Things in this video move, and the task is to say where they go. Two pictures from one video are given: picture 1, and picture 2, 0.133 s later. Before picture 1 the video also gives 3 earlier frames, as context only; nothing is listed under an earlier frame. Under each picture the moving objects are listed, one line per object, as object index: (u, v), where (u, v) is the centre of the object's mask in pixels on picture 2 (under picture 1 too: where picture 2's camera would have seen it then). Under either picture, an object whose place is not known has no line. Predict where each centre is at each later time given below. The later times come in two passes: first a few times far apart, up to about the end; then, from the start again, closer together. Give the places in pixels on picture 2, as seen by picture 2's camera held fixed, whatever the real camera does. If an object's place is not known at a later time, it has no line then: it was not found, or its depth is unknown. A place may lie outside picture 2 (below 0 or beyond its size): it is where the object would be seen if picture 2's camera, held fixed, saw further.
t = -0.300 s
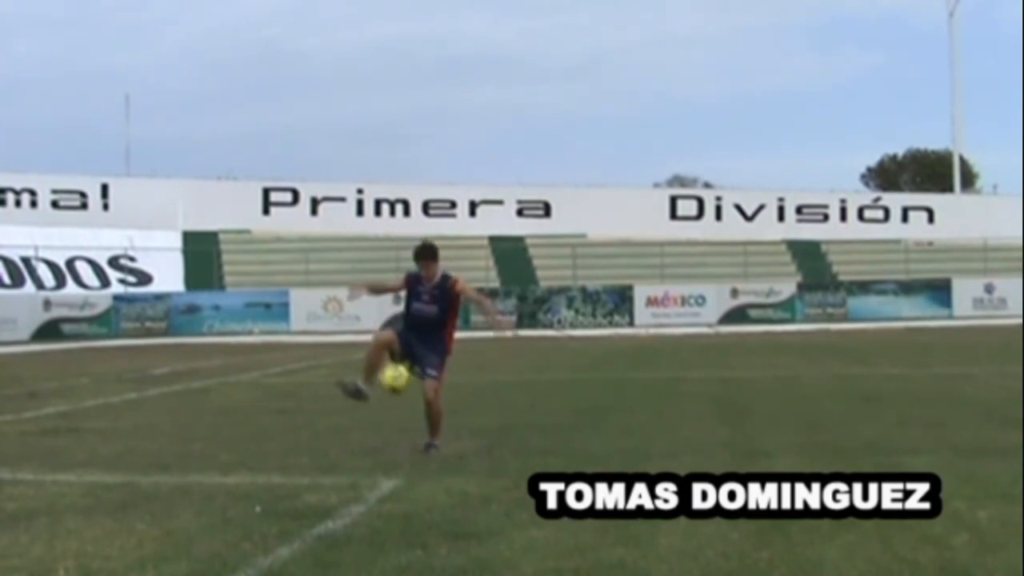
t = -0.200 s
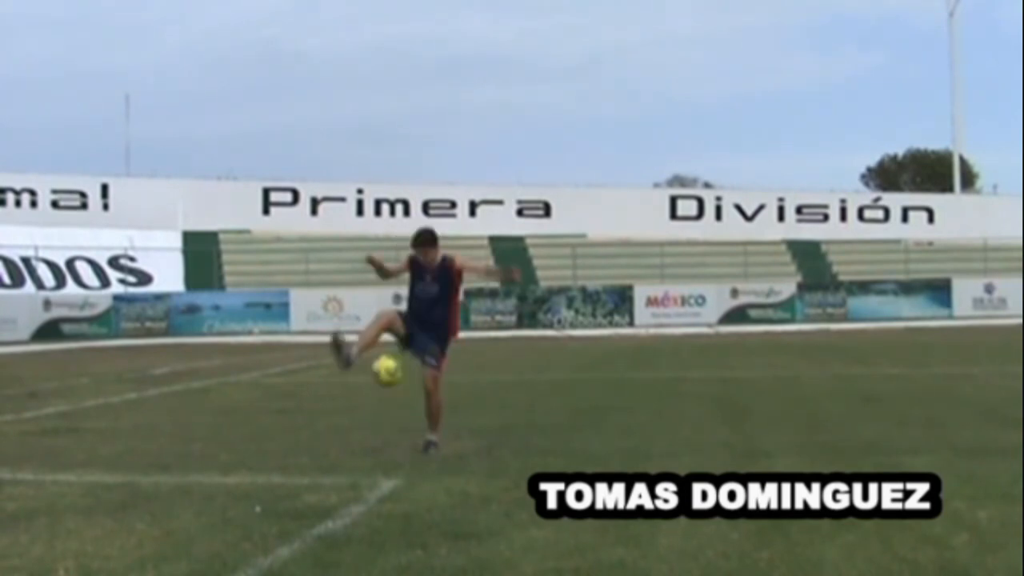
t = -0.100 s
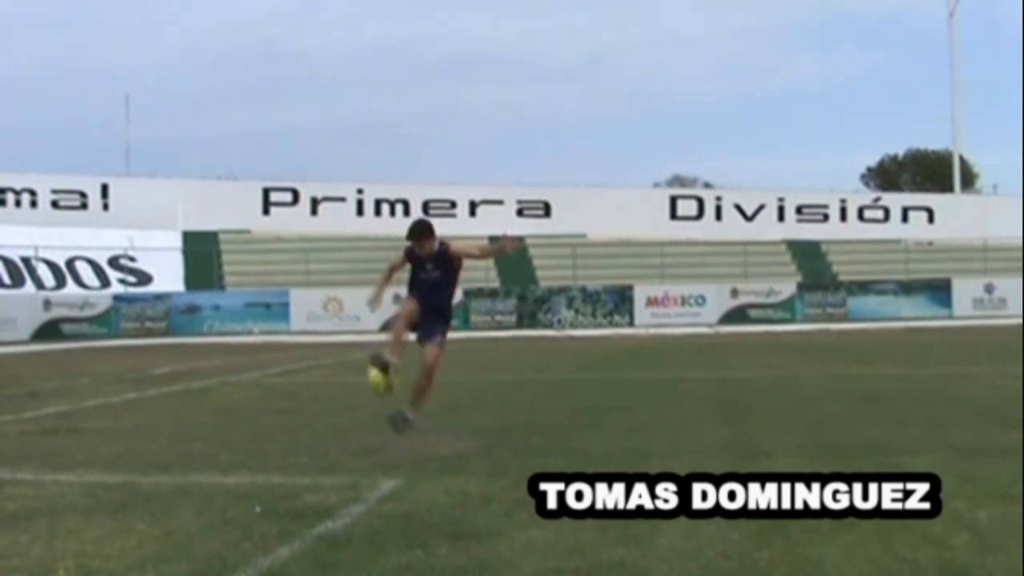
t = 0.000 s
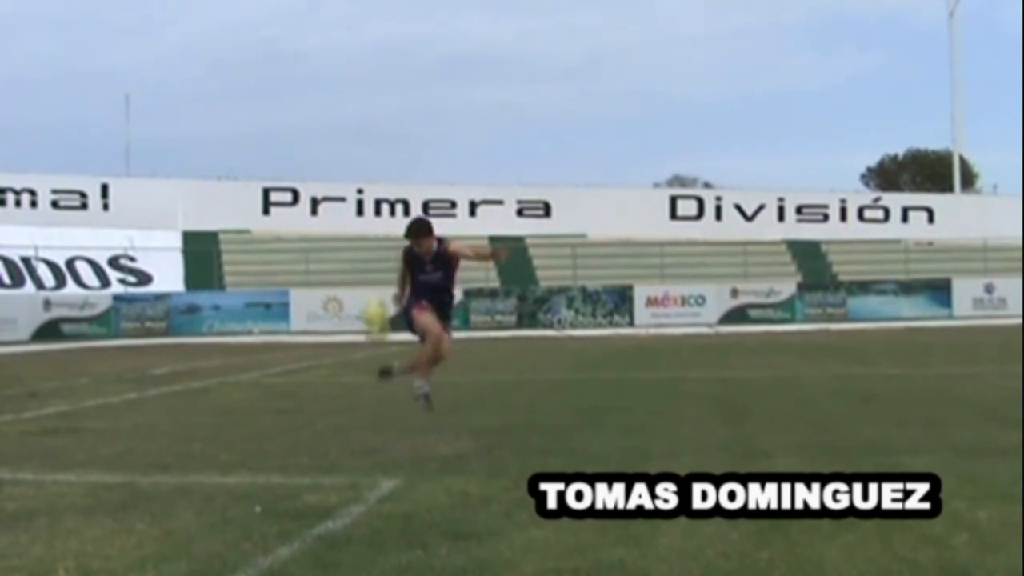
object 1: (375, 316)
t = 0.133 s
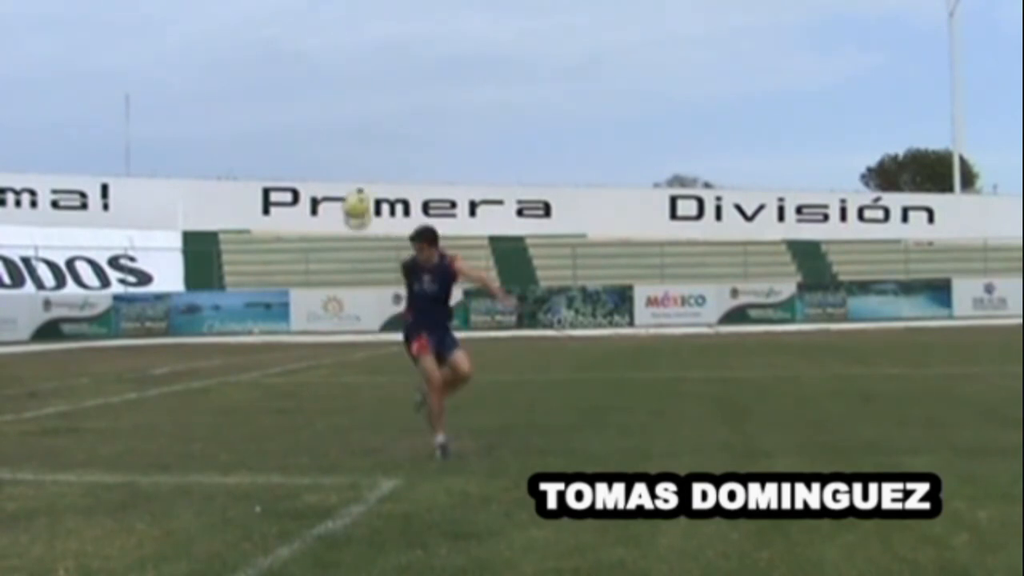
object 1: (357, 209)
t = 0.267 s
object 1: (341, 128)
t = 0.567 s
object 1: (308, 37)
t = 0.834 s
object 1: (284, 54)
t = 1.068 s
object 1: (265, 139)
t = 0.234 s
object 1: (345, 146)
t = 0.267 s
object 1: (341, 128)
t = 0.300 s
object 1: (336, 112)
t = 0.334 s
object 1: (333, 97)
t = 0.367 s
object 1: (329, 84)
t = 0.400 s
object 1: (326, 73)
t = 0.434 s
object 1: (322, 62)
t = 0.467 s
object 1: (319, 54)
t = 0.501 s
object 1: (315, 47)
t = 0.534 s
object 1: (311, 41)
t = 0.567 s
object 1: (308, 37)
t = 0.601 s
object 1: (305, 35)
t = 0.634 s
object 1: (302, 33)
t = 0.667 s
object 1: (299, 33)
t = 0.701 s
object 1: (296, 35)
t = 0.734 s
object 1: (293, 38)
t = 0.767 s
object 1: (290, 43)
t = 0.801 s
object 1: (287, 48)
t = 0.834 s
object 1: (284, 54)
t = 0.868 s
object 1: (281, 63)
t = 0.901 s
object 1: (279, 72)
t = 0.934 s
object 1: (275, 84)
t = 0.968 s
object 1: (273, 96)
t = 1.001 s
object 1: (270, 109)
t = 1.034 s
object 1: (267, 122)
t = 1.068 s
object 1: (265, 139)
